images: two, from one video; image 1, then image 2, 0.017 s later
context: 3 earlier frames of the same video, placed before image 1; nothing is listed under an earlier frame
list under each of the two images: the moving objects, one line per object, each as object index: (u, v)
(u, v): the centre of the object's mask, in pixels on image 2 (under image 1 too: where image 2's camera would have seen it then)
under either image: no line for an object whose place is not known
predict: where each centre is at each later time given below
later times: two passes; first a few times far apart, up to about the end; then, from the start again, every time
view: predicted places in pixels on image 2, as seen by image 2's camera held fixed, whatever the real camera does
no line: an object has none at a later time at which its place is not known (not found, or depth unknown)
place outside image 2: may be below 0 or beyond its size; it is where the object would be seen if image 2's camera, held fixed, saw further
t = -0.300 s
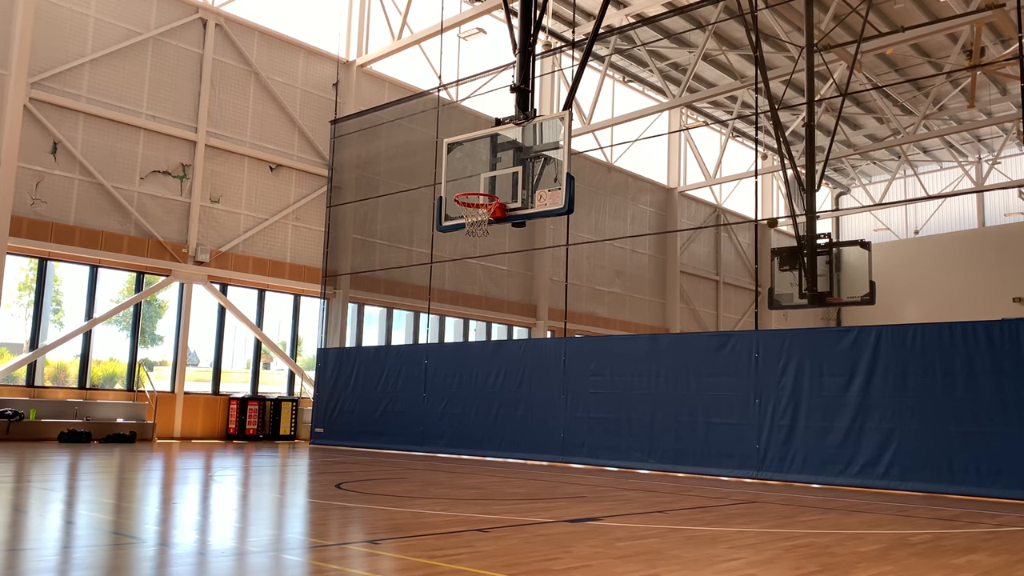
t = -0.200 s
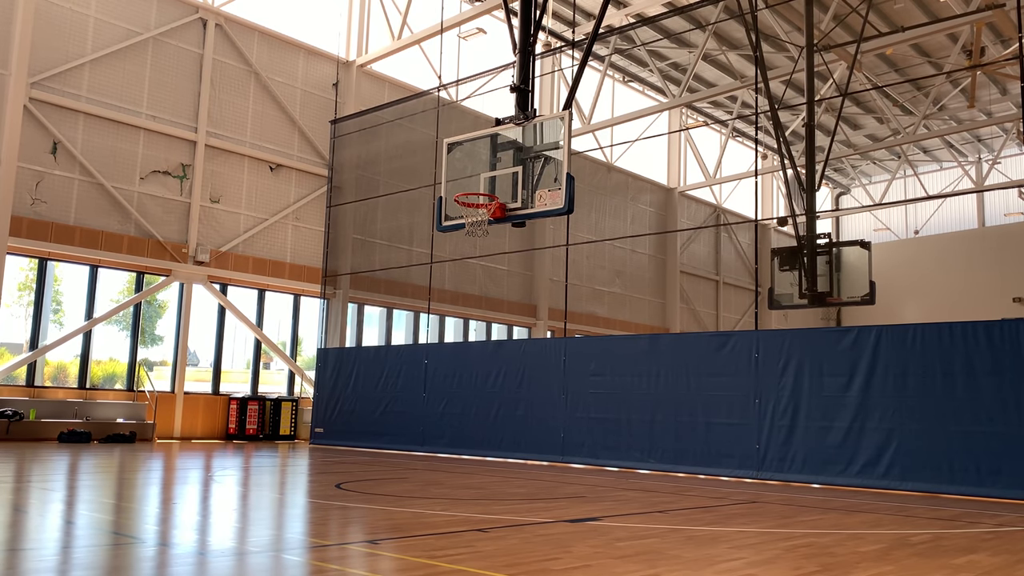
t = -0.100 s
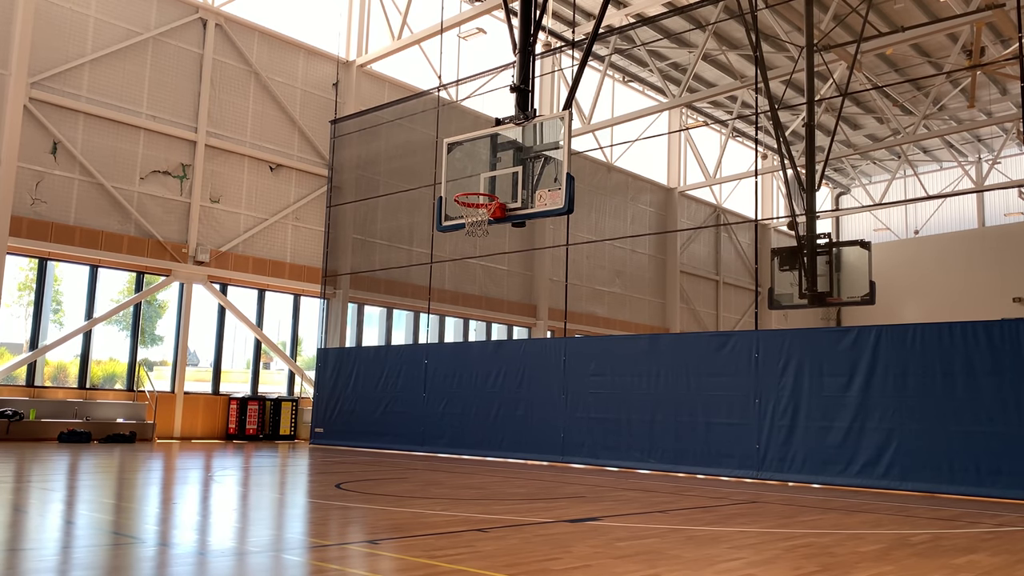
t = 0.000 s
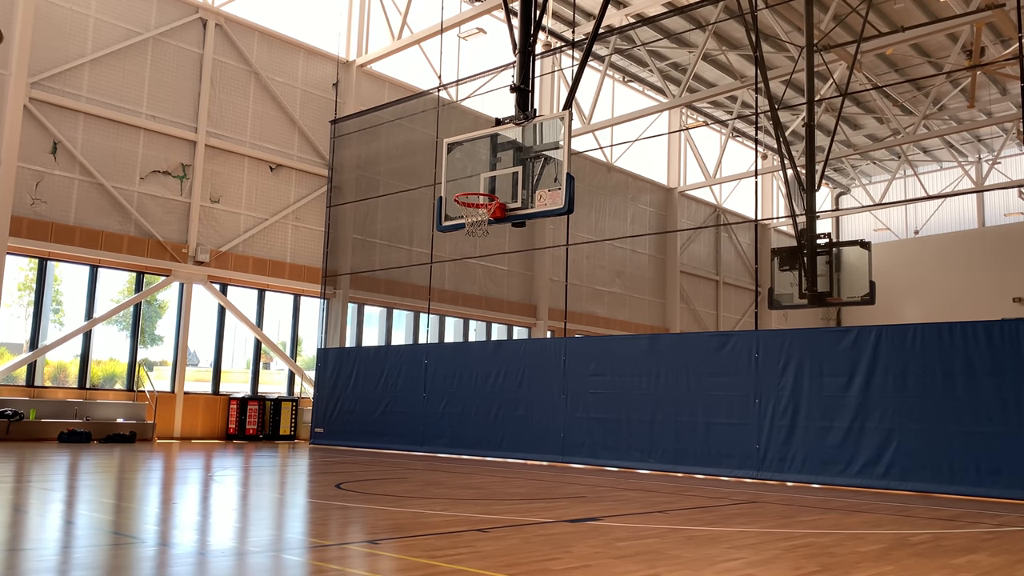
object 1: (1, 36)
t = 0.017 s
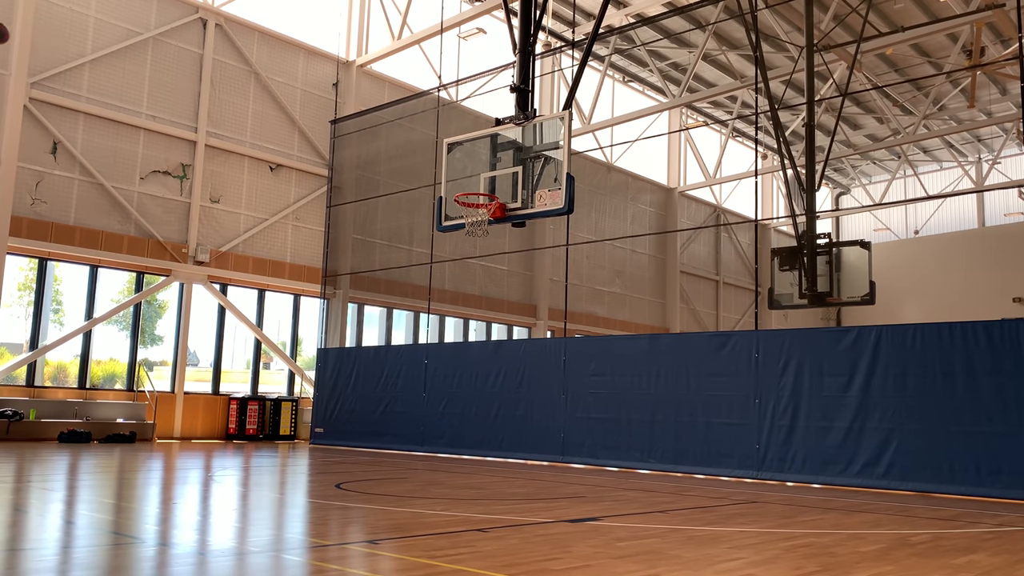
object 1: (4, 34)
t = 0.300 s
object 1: (91, 43)
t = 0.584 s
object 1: (179, 123)
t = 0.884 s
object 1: (268, 289)
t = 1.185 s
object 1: (343, 426)
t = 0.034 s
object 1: (7, 32)
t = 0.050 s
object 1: (10, 31)
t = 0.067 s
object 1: (13, 30)
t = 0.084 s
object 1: (19, 29)
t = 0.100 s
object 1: (25, 28)
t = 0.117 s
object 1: (31, 29)
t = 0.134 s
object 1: (36, 29)
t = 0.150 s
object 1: (42, 29)
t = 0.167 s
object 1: (48, 30)
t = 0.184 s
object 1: (53, 30)
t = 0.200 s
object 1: (59, 31)
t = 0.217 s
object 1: (64, 33)
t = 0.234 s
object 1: (70, 34)
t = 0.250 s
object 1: (75, 36)
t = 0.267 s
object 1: (81, 38)
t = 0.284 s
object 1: (86, 41)
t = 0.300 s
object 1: (91, 43)
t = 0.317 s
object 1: (97, 46)
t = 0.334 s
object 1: (102, 49)
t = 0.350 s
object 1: (108, 52)
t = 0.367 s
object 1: (113, 56)
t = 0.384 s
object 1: (118, 59)
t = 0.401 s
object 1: (123, 63)
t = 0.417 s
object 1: (128, 67)
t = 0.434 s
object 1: (134, 72)
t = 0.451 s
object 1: (139, 77)
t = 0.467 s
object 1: (144, 82)
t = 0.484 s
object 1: (149, 87)
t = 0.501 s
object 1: (154, 93)
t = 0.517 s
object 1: (159, 98)
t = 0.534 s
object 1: (164, 104)
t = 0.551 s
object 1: (169, 110)
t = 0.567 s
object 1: (174, 117)
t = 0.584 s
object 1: (179, 123)
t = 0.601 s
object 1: (184, 130)
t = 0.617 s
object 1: (189, 138)
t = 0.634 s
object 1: (194, 145)
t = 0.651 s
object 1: (199, 153)
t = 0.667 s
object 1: (204, 161)
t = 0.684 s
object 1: (209, 169)
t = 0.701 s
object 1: (214, 178)
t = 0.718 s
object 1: (219, 187)
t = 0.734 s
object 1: (224, 196)
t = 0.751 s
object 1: (229, 205)
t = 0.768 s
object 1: (234, 215)
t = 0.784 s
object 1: (239, 225)
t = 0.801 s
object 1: (243, 235)
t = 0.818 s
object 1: (249, 245)
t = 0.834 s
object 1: (253, 256)
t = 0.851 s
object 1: (258, 267)
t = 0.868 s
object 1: (263, 278)
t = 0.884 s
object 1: (268, 289)
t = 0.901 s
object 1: (272, 301)
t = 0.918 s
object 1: (277, 313)
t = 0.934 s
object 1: (283, 326)
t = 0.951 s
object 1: (287, 339)
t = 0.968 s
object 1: (292, 351)
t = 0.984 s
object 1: (297, 364)
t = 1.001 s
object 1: (302, 378)
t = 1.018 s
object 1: (307, 393)
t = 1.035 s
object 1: (311, 407)
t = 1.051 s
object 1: (316, 421)
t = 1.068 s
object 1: (321, 435)
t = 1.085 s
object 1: (325, 451)
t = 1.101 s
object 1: (330, 467)
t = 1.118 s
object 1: (334, 475)
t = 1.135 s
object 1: (336, 462)
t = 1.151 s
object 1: (338, 450)
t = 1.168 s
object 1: (340, 438)
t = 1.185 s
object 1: (343, 426)
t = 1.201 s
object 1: (345, 415)
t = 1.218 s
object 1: (348, 404)
